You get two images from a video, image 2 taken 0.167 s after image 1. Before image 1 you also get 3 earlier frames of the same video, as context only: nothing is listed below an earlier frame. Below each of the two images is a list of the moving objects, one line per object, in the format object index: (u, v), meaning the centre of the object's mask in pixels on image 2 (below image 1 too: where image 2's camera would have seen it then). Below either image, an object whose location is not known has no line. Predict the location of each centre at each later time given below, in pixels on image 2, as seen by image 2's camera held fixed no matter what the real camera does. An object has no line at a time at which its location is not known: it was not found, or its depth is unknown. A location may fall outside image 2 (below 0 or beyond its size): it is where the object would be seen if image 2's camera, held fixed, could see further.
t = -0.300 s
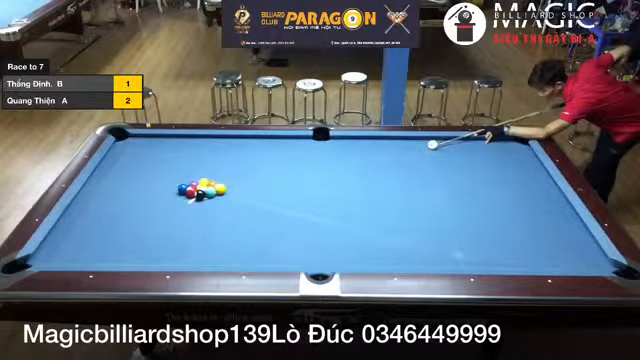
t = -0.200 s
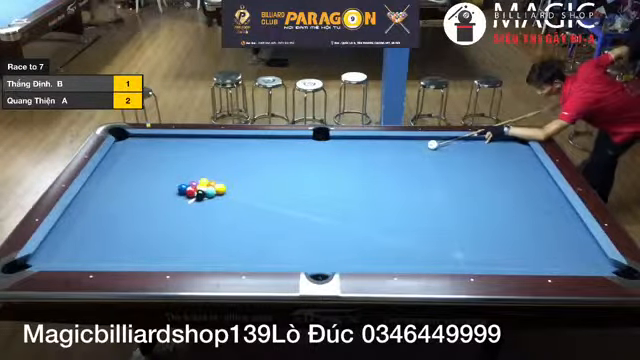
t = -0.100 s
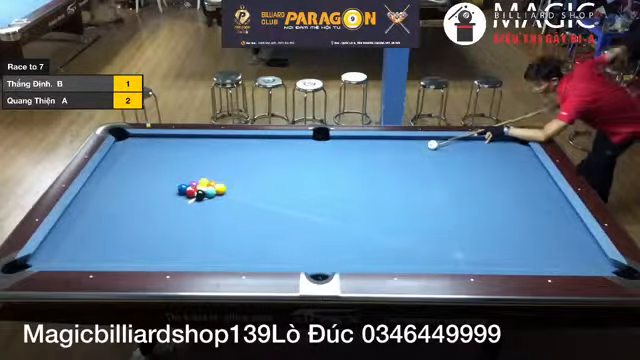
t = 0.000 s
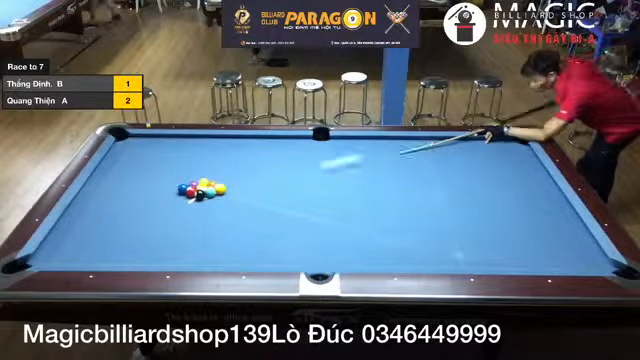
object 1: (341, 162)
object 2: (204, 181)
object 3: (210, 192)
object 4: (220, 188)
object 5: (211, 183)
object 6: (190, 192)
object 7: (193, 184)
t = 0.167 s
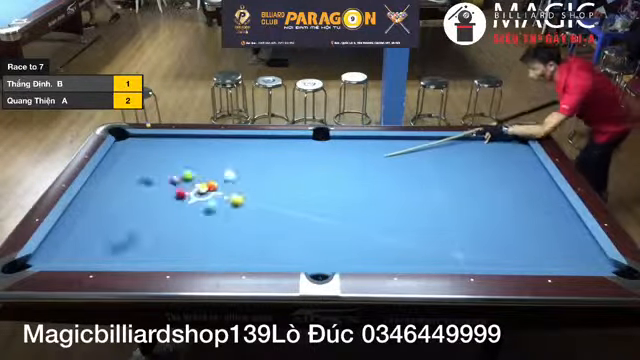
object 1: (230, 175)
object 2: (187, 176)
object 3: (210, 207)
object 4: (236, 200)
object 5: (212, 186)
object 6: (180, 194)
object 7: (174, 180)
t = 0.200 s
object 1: (230, 172)
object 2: (184, 173)
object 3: (211, 212)
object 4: (243, 204)
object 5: (213, 185)
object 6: (176, 195)
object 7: (169, 177)
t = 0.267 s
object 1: (229, 165)
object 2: (173, 168)
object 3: (212, 222)
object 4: (255, 213)
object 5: (213, 184)
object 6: (170, 195)
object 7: (158, 172)
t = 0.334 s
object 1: (227, 159)
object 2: (164, 165)
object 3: (212, 233)
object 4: (267, 221)
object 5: (214, 184)
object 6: (164, 196)
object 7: (148, 169)
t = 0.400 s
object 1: (226, 155)
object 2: (155, 160)
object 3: (213, 243)
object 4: (279, 228)
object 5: (214, 183)
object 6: (158, 196)
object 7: (139, 164)
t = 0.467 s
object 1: (226, 151)
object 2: (148, 155)
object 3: (215, 253)
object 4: (290, 236)
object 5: (214, 183)
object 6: (152, 197)
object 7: (151, 163)
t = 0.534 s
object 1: (225, 145)
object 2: (140, 152)
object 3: (216, 260)
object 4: (303, 245)
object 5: (214, 182)
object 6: (145, 198)
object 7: (163, 164)
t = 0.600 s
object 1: (225, 142)
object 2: (140, 146)
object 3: (223, 256)
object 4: (314, 253)
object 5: (215, 182)
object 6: (140, 199)
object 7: (174, 163)
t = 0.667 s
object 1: (224, 139)
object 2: (148, 138)
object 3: (231, 251)
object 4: (328, 262)
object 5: (215, 182)
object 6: (133, 199)
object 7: (183, 162)
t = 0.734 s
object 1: (224, 140)
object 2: (144, 145)
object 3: (237, 245)
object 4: (335, 257)
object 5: (215, 181)
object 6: (128, 200)
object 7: (192, 162)
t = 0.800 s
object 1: (225, 143)
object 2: (139, 153)
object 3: (243, 240)
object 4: (341, 251)
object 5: (215, 181)
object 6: (121, 201)
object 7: (199, 160)
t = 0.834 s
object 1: (225, 143)
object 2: (136, 156)
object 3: (246, 238)
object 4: (344, 248)
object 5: (215, 181)
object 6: (118, 201)
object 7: (203, 158)
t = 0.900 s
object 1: (227, 146)
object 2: (133, 164)
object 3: (251, 234)
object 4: (350, 243)
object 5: (215, 180)
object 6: (112, 202)
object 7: (210, 157)
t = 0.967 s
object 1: (228, 148)
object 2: (128, 170)
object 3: (257, 229)
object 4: (356, 238)
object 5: (215, 180)
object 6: (106, 203)
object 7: (217, 155)
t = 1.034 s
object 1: (230, 149)
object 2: (123, 177)
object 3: (263, 225)
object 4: (361, 233)
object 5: (216, 180)
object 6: (100, 204)
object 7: (222, 156)
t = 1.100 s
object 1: (234, 148)
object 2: (118, 184)
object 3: (268, 220)
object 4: (366, 230)
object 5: (217, 179)
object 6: (94, 205)
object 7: (226, 157)
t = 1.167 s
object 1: (237, 148)
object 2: (113, 192)
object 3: (273, 216)
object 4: (371, 225)
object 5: (217, 179)
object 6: (88, 205)
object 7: (230, 158)
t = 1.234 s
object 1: (241, 148)
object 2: (107, 199)
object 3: (278, 212)
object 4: (376, 220)
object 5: (217, 179)
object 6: (81, 206)
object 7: (233, 159)
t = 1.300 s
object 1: (244, 148)
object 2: (101, 208)
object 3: (283, 208)
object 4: (380, 216)
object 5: (217, 179)
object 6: (76, 207)
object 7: (237, 161)
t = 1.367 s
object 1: (248, 147)
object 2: (95, 216)
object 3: (288, 205)
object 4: (385, 212)
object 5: (217, 179)
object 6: (72, 209)
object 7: (240, 163)
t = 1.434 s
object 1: (251, 147)
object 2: (89, 225)
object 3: (292, 201)
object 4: (390, 208)
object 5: (217, 179)
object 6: (74, 208)
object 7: (244, 164)
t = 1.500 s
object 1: (253, 146)
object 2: (83, 234)
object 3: (297, 198)
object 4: (394, 205)
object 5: (217, 179)
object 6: (77, 209)
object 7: (247, 166)
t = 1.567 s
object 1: (258, 146)
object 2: (76, 244)
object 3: (301, 195)
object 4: (398, 201)
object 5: (217, 179)
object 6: (80, 210)
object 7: (251, 167)
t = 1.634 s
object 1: (261, 146)
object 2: (69, 254)
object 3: (305, 191)
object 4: (402, 197)
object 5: (217, 179)
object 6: (82, 210)
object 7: (254, 169)
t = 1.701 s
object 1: (265, 146)
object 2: (67, 258)
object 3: (309, 188)
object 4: (406, 195)
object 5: (217, 179)
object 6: (84, 212)
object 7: (258, 170)
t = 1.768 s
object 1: (267, 146)
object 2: (69, 252)
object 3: (313, 185)
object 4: (409, 191)
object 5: (217, 179)
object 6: (86, 212)
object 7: (261, 171)
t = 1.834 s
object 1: (270, 145)
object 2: (72, 247)
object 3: (318, 182)
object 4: (412, 187)
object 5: (217, 179)
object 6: (88, 212)
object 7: (264, 173)
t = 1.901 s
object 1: (273, 144)
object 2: (75, 242)
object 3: (321, 180)
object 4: (416, 184)
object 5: (217, 179)
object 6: (90, 212)
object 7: (268, 173)
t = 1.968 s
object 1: (276, 145)
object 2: (78, 237)
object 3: (325, 177)
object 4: (420, 181)
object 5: (217, 179)
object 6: (93, 212)
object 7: (271, 175)
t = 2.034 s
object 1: (279, 144)
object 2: (81, 233)
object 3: (328, 174)
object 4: (423, 178)
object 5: (217, 179)
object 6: (95, 212)
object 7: (275, 176)
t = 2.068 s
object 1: (281, 144)
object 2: (82, 231)
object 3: (330, 173)
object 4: (425, 177)
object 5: (217, 179)
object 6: (96, 213)
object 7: (276, 177)
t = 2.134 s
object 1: (283, 144)
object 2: (85, 226)
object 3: (333, 170)
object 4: (428, 174)
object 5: (217, 179)
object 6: (98, 213)
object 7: (280, 178)
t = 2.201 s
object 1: (286, 144)
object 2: (87, 222)
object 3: (336, 168)
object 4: (431, 171)
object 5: (217, 179)
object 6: (100, 214)
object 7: (283, 179)
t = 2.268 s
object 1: (290, 144)
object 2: (90, 218)
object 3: (339, 165)
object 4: (434, 168)
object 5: (217, 179)
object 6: (102, 214)
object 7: (286, 181)
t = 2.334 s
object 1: (291, 143)
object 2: (89, 216)
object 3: (342, 163)
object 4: (437, 165)
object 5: (217, 179)
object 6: (106, 214)
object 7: (290, 182)
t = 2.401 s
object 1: (294, 143)
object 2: (89, 213)
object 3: (345, 160)
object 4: (440, 163)
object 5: (217, 179)
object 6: (109, 213)
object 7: (293, 183)
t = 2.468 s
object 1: (297, 143)
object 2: (89, 210)
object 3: (348, 158)
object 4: (442, 161)
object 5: (217, 179)
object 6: (113, 212)
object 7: (296, 184)
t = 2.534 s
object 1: (298, 143)
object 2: (89, 208)
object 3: (351, 155)
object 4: (445, 158)
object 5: (217, 179)
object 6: (117, 212)
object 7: (299, 186)
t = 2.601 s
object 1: (300, 143)
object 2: (89, 205)
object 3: (353, 153)
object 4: (448, 156)
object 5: (217, 179)
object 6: (120, 211)
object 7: (302, 187)
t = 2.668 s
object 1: (303, 143)
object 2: (89, 202)
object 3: (357, 151)
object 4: (450, 153)
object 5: (217, 179)
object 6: (124, 210)
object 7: (306, 189)
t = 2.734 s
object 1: (305, 142)
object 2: (89, 200)
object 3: (359, 149)
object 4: (452, 151)
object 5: (217, 179)
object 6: (127, 210)
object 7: (309, 189)
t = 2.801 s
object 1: (307, 142)
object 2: (89, 198)
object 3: (360, 148)
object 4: (454, 149)
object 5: (217, 179)
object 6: (130, 209)
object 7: (311, 190)
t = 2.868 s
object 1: (309, 142)
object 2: (89, 196)
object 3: (364, 145)
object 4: (457, 147)
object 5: (217, 179)
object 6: (134, 209)
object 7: (314, 192)
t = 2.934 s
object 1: (311, 142)
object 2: (89, 192)
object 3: (367, 143)
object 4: (459, 145)
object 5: (217, 179)
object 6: (137, 208)
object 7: (317, 193)
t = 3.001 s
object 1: (313, 142)
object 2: (88, 190)
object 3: (369, 142)
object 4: (461, 143)
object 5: (217, 179)
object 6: (139, 208)
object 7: (320, 195)
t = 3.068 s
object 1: (314, 142)
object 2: (89, 189)
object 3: (371, 140)
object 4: (463, 140)
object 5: (217, 179)
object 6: (142, 207)
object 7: (323, 195)
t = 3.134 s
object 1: (316, 142)
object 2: (89, 187)
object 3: (373, 140)
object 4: (466, 140)
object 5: (217, 179)
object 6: (145, 207)
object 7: (326, 197)
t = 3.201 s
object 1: (318, 141)
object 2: (88, 185)
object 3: (374, 140)
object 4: (467, 140)
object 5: (217, 179)
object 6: (147, 207)
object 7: (329, 198)
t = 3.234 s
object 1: (319, 141)
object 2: (88, 184)
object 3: (375, 140)
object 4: (468, 140)
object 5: (217, 179)
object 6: (149, 207)
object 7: (330, 198)
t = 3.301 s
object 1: (320, 141)
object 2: (90, 183)
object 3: (376, 140)
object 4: (470, 140)
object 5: (217, 179)
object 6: (151, 206)
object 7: (333, 199)
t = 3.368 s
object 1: (323, 141)
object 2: (91, 181)
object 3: (378, 142)
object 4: (471, 142)
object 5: (217, 179)
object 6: (154, 206)
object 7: (336, 200)
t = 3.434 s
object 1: (323, 141)
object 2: (93, 180)
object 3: (379, 143)
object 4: (472, 143)
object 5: (217, 179)
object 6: (156, 205)
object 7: (339, 201)
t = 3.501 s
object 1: (325, 141)
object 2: (94, 179)
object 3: (380, 144)
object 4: (474, 144)
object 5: (217, 179)
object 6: (159, 205)
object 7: (341, 202)
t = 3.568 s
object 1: (326, 141)
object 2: (96, 178)
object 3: (382, 145)
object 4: (475, 145)
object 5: (217, 179)
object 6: (161, 205)
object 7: (343, 203)
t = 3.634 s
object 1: (328, 141)
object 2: (96, 177)
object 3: (383, 146)
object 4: (476, 146)
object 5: (217, 179)
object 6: (163, 204)
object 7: (346, 204)
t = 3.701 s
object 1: (329, 141)
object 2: (97, 176)
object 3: (384, 146)
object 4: (477, 147)
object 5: (217, 179)
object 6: (165, 204)
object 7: (349, 204)
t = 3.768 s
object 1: (330, 141)
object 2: (99, 175)
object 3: (386, 147)
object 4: (479, 148)
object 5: (217, 179)
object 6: (167, 204)
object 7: (351, 205)
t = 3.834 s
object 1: (331, 141)
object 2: (100, 174)
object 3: (387, 147)
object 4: (480, 148)
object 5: (217, 179)
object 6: (169, 204)
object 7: (353, 206)
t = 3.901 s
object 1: (332, 141)
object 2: (101, 174)
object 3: (388, 148)
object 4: (481, 149)
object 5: (217, 179)
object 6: (170, 204)
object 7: (355, 207)
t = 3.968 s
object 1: (333, 141)
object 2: (102, 172)
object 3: (390, 149)
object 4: (482, 150)
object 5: (217, 179)
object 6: (172, 204)
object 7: (357, 208)
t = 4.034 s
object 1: (334, 141)
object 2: (103, 172)
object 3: (390, 149)
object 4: (483, 150)
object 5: (217, 179)
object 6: (174, 203)
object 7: (360, 209)
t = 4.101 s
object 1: (335, 141)
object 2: (104, 171)
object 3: (392, 150)
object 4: (484, 151)
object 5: (217, 179)
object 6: (175, 203)
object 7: (362, 210)
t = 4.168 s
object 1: (336, 141)
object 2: (105, 170)
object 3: (392, 151)
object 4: (485, 152)
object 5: (217, 179)
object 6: (176, 203)
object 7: (364, 211)
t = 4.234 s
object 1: (336, 141)
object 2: (106, 170)
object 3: (393, 151)
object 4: (486, 152)
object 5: (217, 179)
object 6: (178, 203)
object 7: (366, 211)
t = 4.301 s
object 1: (337, 141)
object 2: (107, 169)
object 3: (394, 152)
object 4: (487, 153)
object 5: (217, 179)
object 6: (179, 202)
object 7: (368, 212)
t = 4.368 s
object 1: (338, 141)
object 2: (107, 169)
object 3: (395, 152)
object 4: (487, 153)
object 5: (216, 179)
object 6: (180, 202)
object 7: (370, 213)
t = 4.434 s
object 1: (338, 141)
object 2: (108, 168)
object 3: (397, 154)
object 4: (489, 154)
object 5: (216, 179)
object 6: (182, 202)
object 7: (372, 213)
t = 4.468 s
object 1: (338, 141)
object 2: (108, 168)
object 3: (397, 153)
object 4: (489, 154)
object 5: (216, 179)
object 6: (182, 202)
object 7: (373, 213)
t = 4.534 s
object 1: (339, 141)
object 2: (109, 167)
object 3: (398, 154)
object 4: (490, 155)
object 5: (216, 179)
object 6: (183, 202)
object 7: (374, 214)
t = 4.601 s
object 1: (339, 141)
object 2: (109, 167)
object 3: (399, 155)
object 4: (490, 155)
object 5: (216, 179)
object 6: (184, 202)
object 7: (376, 215)
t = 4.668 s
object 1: (339, 141)
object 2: (110, 166)
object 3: (399, 155)
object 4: (491, 155)
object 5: (216, 179)
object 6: (185, 202)
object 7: (378, 216)
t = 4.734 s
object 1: (340, 141)
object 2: (111, 166)
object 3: (400, 156)
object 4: (492, 157)
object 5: (216, 179)
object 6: (186, 202)
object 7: (379, 216)
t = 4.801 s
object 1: (340, 141)
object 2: (111, 165)
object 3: (400, 156)
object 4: (492, 157)
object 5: (217, 179)
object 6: (186, 201)
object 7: (381, 217)
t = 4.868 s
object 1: (341, 141)
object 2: (112, 165)
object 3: (401, 156)
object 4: (492, 157)
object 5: (217, 179)
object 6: (187, 202)
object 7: (382, 217)
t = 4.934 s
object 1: (341, 141)
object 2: (112, 164)
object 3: (402, 157)
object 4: (493, 158)
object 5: (217, 179)
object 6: (187, 201)
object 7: (383, 218)
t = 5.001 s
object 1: (340, 141)
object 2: (113, 164)
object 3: (402, 157)
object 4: (493, 158)
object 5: (217, 179)
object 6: (188, 201)
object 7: (384, 218)
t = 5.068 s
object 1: (340, 141)
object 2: (113, 164)
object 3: (403, 157)
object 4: (493, 158)
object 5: (217, 179)
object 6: (188, 201)
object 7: (386, 219)
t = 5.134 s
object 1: (340, 141)
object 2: (113, 164)
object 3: (403, 158)
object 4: (494, 159)
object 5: (217, 179)
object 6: (188, 201)
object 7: (387, 219)
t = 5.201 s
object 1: (340, 141)
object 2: (113, 163)
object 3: (403, 158)
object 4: (494, 159)
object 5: (217, 179)
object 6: (188, 201)
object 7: (388, 219)
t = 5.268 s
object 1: (340, 141)
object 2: (113, 163)
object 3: (403, 158)
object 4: (494, 159)
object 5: (217, 179)
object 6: (188, 201)
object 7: (389, 220)
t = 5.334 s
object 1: (340, 141)
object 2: (113, 163)
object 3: (403, 158)
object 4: (494, 159)
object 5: (217, 179)
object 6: (189, 201)
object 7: (390, 221)
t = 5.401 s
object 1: (341, 141)
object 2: (114, 163)
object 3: (404, 159)
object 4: (495, 159)
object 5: (217, 179)
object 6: (189, 201)
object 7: (391, 221)
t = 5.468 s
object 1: (341, 141)
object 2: (114, 163)
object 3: (404, 158)
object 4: (495, 159)
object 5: (217, 179)
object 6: (189, 201)
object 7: (392, 221)
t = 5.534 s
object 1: (341, 141)
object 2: (114, 163)
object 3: (404, 158)
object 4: (494, 159)
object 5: (217, 179)
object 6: (189, 201)
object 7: (392, 221)
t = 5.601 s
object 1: (341, 141)
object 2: (114, 163)
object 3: (404, 159)
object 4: (495, 159)
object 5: (217, 179)
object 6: (189, 201)
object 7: (393, 221)
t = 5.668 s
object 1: (341, 141)
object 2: (114, 163)
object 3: (404, 159)
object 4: (495, 159)
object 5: (217, 179)
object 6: (189, 201)
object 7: (394, 222)
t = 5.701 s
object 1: (341, 141)
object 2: (114, 163)
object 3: (404, 159)
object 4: (495, 159)
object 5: (217, 179)
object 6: (189, 201)
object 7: (394, 222)
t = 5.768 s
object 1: (341, 141)
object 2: (114, 163)
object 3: (404, 159)
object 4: (495, 159)
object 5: (217, 179)
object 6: (189, 201)
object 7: (394, 222)
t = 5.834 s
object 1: (341, 141)
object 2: (114, 163)
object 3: (404, 159)
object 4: (495, 159)
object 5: (217, 179)
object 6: (189, 201)
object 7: (395, 222)
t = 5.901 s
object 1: (341, 141)
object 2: (113, 163)
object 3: (404, 159)
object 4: (495, 160)
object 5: (217, 179)
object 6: (189, 201)
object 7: (395, 222)
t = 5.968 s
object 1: (341, 141)
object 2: (113, 163)
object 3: (404, 159)
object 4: (495, 160)
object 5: (217, 179)
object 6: (189, 201)
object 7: (396, 222)
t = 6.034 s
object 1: (341, 141)
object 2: (113, 163)
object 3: (404, 159)
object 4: (495, 160)
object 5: (217, 179)
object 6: (189, 201)
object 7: (396, 222)
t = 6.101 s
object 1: (341, 141)
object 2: (113, 163)
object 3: (404, 159)
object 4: (495, 160)
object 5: (217, 179)
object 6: (189, 201)
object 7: (396, 222)
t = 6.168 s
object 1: (341, 141)
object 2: (113, 163)
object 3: (404, 159)
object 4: (495, 160)
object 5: (217, 179)
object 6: (189, 201)
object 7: (396, 222)
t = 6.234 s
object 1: (341, 141)
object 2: (113, 163)
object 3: (404, 159)
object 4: (495, 160)
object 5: (217, 179)
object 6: (188, 201)
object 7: (396, 222)
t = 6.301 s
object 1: (341, 141)
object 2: (113, 163)
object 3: (404, 159)
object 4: (495, 160)
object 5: (217, 179)
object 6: (188, 201)
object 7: (396, 222)
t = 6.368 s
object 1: (341, 141)
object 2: (113, 163)
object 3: (404, 159)
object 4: (495, 160)
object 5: (217, 179)
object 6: (188, 201)
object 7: (396, 222)
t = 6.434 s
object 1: (341, 141)
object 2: (113, 163)
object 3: (404, 159)
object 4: (495, 160)
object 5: (217, 179)
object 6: (188, 201)
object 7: (396, 222)
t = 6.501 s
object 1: (341, 141)
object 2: (113, 163)
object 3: (404, 159)
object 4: (495, 160)
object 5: (217, 179)
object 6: (188, 201)
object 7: (396, 222)
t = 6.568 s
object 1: (341, 141)
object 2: (113, 163)
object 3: (404, 159)
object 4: (495, 160)
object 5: (217, 179)
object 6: (188, 201)
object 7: (396, 222)
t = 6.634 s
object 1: (341, 141)
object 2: (113, 163)
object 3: (404, 159)
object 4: (495, 160)
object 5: (217, 179)
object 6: (188, 201)
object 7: (396, 222)
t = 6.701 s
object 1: (341, 141)
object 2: (113, 163)
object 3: (404, 159)
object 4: (495, 160)
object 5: (217, 179)
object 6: (188, 201)
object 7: (396, 222)
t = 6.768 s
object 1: (341, 141)
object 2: (113, 163)
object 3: (404, 159)
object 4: (495, 160)
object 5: (217, 179)
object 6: (188, 201)
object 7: (396, 222)
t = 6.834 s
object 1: (341, 141)
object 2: (113, 163)
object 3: (404, 159)
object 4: (495, 160)
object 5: (217, 179)
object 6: (188, 201)
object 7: (396, 222)
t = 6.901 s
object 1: (341, 141)
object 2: (113, 163)
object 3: (404, 159)
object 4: (495, 160)
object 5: (217, 179)
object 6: (188, 201)
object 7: (396, 222)
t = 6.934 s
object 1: (341, 141)
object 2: (113, 163)
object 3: (404, 159)
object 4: (495, 160)
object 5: (217, 179)
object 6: (189, 201)
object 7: (396, 222)
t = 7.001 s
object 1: (341, 141)
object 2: (113, 163)
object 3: (404, 159)
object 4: (495, 160)
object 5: (217, 179)
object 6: (188, 201)
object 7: (396, 222)
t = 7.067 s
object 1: (341, 141)
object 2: (113, 163)
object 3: (404, 159)
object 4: (495, 160)
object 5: (217, 179)
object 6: (188, 201)
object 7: (396, 222)
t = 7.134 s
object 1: (341, 141)
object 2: (113, 163)
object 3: (404, 159)
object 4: (495, 160)
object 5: (217, 179)
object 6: (188, 201)
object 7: (396, 222)
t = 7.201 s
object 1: (341, 141)
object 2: (113, 163)
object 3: (404, 159)
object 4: (495, 160)
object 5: (217, 179)
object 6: (188, 201)
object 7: (396, 222)
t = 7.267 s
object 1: (341, 141)
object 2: (113, 163)
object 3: (404, 159)
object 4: (495, 160)
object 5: (217, 179)
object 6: (189, 201)
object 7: (396, 222)
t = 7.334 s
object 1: (341, 141)
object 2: (113, 163)
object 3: (404, 159)
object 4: (495, 160)
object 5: (217, 179)
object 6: (189, 201)
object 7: (396, 222)
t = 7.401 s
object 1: (341, 141)
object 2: (113, 163)
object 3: (404, 159)
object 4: (495, 160)
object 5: (217, 179)
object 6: (189, 201)
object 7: (396, 222)
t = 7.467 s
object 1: (341, 141)
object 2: (113, 163)
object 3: (404, 159)
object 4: (495, 160)
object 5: (217, 179)
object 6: (189, 201)
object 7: (396, 222)
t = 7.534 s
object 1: (341, 141)
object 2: (113, 163)
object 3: (404, 159)
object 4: (495, 160)
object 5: (217, 179)
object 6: (189, 201)
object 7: (396, 222)
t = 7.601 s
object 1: (341, 141)
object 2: (113, 163)
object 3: (404, 159)
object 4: (495, 160)
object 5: (217, 179)
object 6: (189, 201)
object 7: (396, 222)
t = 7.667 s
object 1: (341, 141)
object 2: (113, 163)
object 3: (404, 159)
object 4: (495, 160)
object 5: (217, 179)
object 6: (189, 201)
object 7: (396, 222)
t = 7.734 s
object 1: (341, 141)
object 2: (113, 163)
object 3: (404, 159)
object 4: (495, 160)
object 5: (217, 179)
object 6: (189, 201)
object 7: (396, 222)
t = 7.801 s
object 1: (341, 141)
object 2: (113, 163)
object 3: (404, 159)
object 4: (495, 160)
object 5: (217, 179)
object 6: (189, 201)
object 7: (396, 222)
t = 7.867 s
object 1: (341, 141)
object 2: (113, 163)
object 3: (404, 159)
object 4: (495, 160)
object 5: (217, 179)
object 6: (189, 201)
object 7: (396, 222)
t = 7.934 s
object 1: (341, 141)
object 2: (113, 163)
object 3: (404, 159)
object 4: (495, 160)
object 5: (217, 179)
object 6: (189, 201)
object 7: (396, 222)
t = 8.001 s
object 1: (341, 141)
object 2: (113, 163)
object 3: (404, 159)
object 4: (495, 160)
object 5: (217, 179)
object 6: (189, 201)
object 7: (396, 222)
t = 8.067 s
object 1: (341, 141)
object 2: (113, 163)
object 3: (404, 159)
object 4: (495, 160)
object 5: (217, 179)
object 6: (189, 201)
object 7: (396, 222)
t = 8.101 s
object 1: (341, 141)
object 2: (113, 163)
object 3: (404, 159)
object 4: (495, 160)
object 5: (217, 179)
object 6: (189, 201)
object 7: (396, 222)
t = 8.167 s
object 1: (341, 141)
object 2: (113, 163)
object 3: (404, 159)
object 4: (495, 160)
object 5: (217, 179)
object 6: (189, 201)
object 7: (396, 222)
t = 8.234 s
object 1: (341, 141)
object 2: (113, 163)
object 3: (404, 159)
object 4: (495, 160)
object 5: (217, 179)
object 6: (189, 201)
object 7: (396, 222)
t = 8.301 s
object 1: (341, 141)
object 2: (113, 163)
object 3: (404, 159)
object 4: (495, 160)
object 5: (217, 179)
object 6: (189, 201)
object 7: (396, 222)
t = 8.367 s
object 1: (341, 141)
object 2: (113, 163)
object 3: (404, 159)
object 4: (495, 160)
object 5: (217, 179)
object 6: (189, 201)
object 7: (396, 222)
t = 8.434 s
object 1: (340, 141)
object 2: (113, 163)
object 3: (404, 159)
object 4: (495, 160)
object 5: (217, 179)
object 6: (189, 201)
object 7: (396, 222)
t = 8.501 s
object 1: (341, 141)
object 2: (113, 163)
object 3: (404, 159)
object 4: (495, 160)
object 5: (217, 179)
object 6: (189, 201)
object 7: (396, 222)
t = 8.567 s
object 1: (340, 141)
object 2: (113, 163)
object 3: (404, 159)
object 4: (494, 160)
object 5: (217, 179)
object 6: (189, 201)
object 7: (396, 222)
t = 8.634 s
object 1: (340, 141)
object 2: (113, 163)
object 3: (404, 159)
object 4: (494, 160)
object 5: (217, 179)
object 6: (189, 201)
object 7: (396, 222)
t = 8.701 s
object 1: (340, 141)
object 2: (113, 163)
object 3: (404, 159)
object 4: (494, 160)
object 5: (217, 179)
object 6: (189, 201)
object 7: (396, 222)
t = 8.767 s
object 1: (340, 141)
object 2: (113, 163)
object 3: (404, 159)
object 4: (494, 160)
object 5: (217, 179)
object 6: (189, 201)
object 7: (396, 222)
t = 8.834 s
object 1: (340, 141)
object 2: (113, 163)
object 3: (404, 159)
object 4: (494, 160)
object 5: (217, 179)
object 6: (189, 201)
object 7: (396, 222)
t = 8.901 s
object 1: (340, 141)
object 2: (113, 163)
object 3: (404, 159)
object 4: (494, 160)
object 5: (217, 179)
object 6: (189, 201)
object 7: (396, 222)
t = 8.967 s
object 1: (340, 141)
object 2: (113, 163)
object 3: (404, 159)
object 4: (494, 160)
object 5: (217, 179)
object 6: (189, 201)
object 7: (396, 222)
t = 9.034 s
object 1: (340, 141)
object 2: (113, 163)
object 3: (404, 159)
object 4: (494, 160)
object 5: (217, 179)
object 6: (189, 201)
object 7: (396, 222)
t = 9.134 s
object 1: (341, 141)
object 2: (113, 163)
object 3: (404, 159)
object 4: (495, 160)
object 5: (217, 179)
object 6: (189, 201)
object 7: (396, 222)
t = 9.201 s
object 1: (341, 141)
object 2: (113, 163)
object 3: (404, 159)
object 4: (495, 160)
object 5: (217, 179)
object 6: (189, 201)
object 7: (396, 222)
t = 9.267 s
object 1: (341, 141)
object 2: (113, 163)
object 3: (404, 159)
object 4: (495, 160)
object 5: (217, 179)
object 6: (189, 201)
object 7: (396, 222)
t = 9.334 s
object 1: (340, 141)
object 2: (113, 163)
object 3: (404, 159)
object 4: (495, 160)
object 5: (217, 179)
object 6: (189, 201)
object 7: (396, 222)
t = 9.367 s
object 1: (341, 141)
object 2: (113, 163)
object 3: (404, 159)
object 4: (495, 160)
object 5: (217, 179)
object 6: (189, 201)
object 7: (396, 222)
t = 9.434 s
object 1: (341, 141)
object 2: (113, 163)
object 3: (404, 159)
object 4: (495, 160)
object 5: (217, 179)
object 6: (189, 201)
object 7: (396, 222)
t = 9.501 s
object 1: (341, 141)
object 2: (113, 163)
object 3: (404, 159)
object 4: (495, 160)
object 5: (217, 179)
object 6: (189, 201)
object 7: (396, 222)
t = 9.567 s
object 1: (341, 141)
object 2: (113, 163)
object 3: (404, 159)
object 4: (495, 160)
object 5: (216, 179)
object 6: (189, 201)
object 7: (396, 222)
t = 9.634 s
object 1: (341, 141)
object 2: (113, 163)
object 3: (404, 159)
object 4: (495, 160)
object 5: (216, 179)
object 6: (189, 201)
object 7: (396, 222)
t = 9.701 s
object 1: (341, 141)
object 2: (113, 163)
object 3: (404, 159)
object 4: (495, 160)
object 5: (216, 179)
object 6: (189, 201)
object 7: (396, 222)
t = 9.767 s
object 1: (340, 141)
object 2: (113, 163)
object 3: (404, 159)
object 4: (495, 160)
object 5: (216, 179)
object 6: (189, 201)
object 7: (396, 222)
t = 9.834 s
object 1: (340, 141)
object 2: (113, 163)
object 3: (404, 159)
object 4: (495, 160)
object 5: (217, 179)
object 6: (189, 201)
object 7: (396, 222)
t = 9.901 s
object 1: (340, 141)
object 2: (113, 163)
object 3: (404, 159)
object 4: (495, 160)
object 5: (216, 179)
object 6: (189, 201)
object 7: (396, 222)
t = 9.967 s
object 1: (340, 141)
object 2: (113, 163)
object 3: (404, 159)
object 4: (494, 159)
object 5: (216, 179)
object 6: (189, 201)
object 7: (396, 222)
